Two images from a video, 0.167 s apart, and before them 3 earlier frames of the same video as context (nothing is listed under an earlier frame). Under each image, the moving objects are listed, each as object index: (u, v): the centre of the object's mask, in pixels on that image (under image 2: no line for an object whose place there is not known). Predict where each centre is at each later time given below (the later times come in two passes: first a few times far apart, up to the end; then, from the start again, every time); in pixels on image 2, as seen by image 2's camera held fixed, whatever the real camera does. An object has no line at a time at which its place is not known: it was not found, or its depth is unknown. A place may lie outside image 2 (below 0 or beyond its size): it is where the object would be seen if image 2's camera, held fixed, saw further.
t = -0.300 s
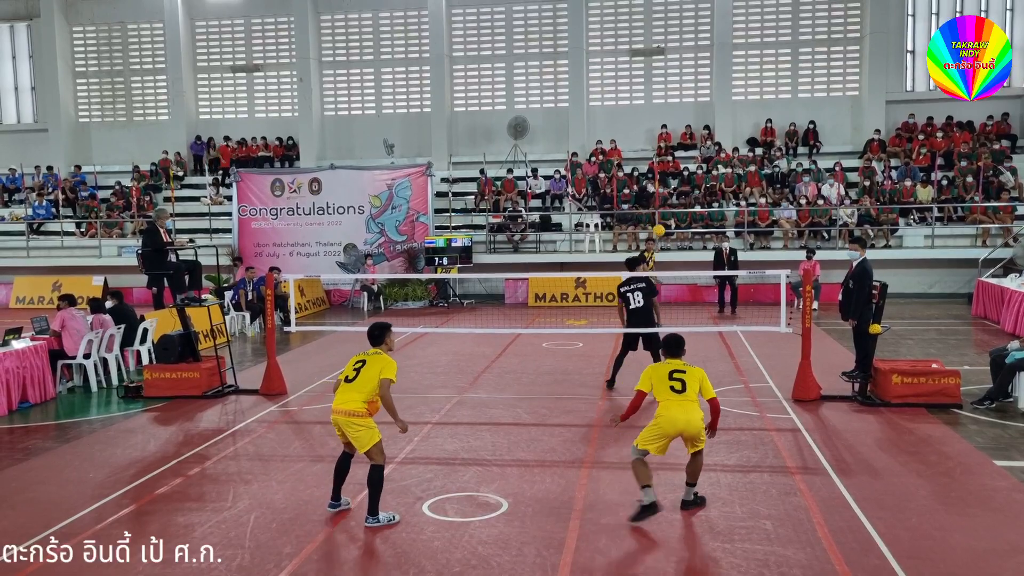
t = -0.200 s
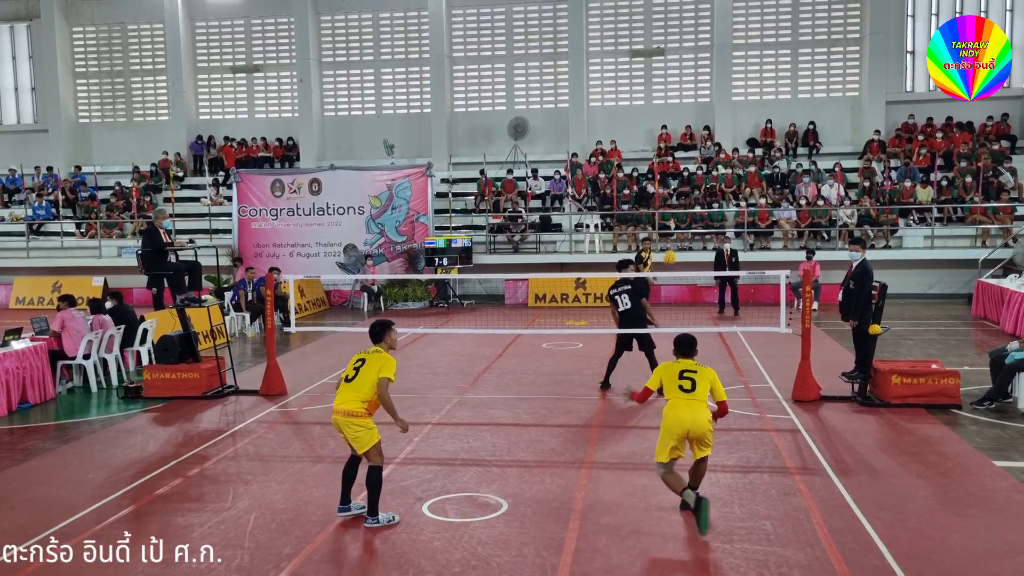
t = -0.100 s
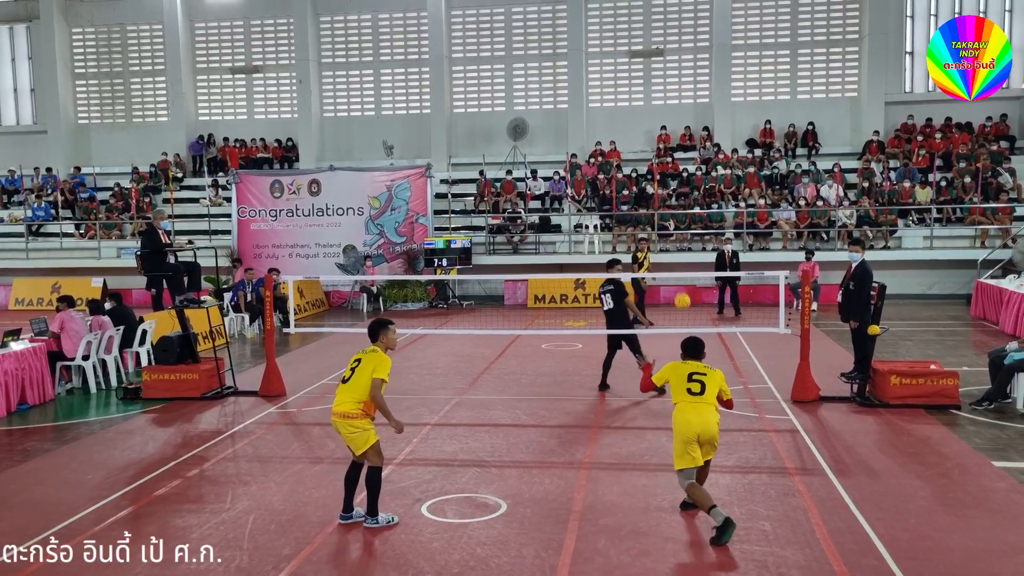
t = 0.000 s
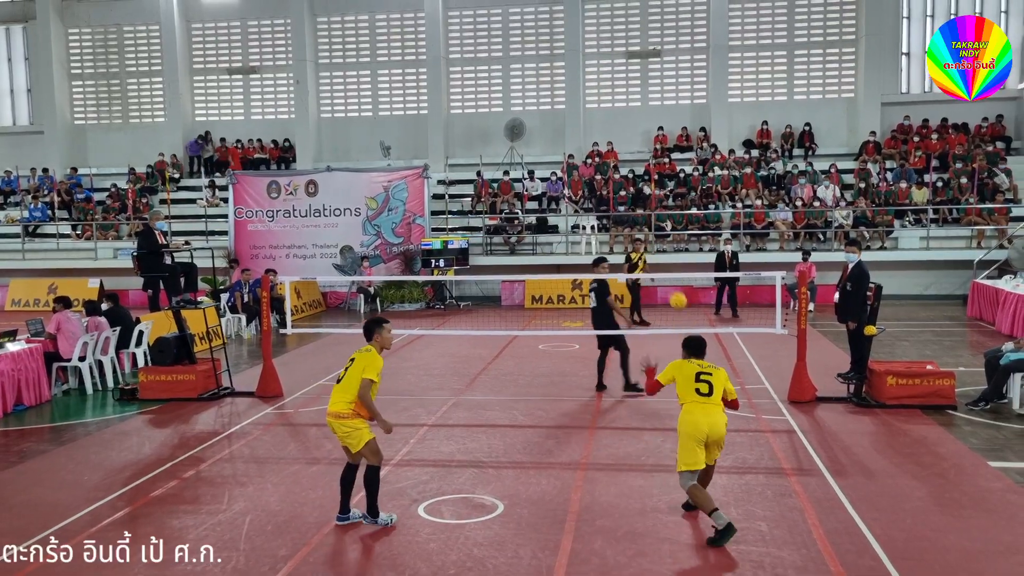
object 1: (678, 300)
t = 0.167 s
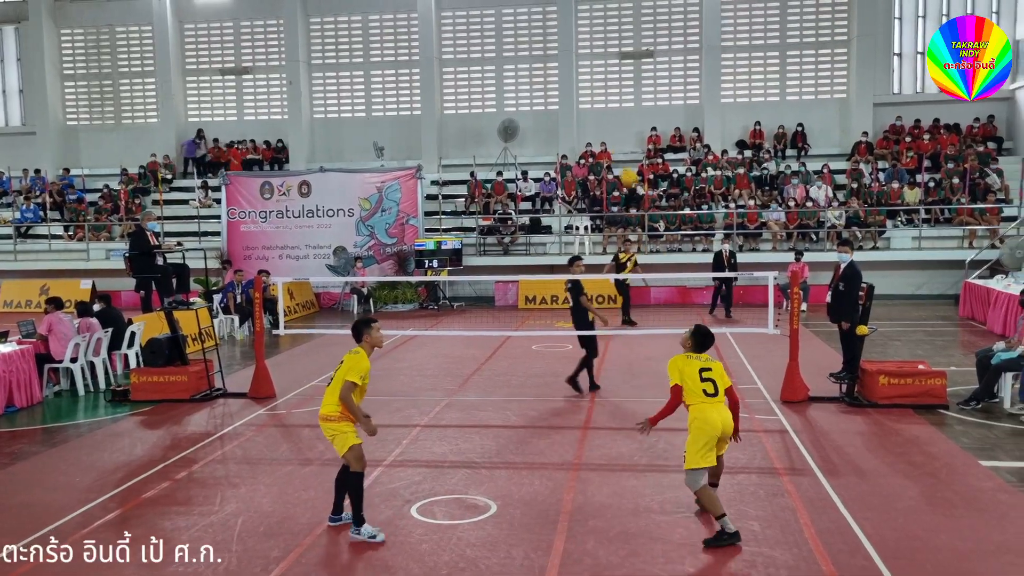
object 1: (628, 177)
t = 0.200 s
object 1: (620, 156)
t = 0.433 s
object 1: (560, 56)
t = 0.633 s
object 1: (510, 25)
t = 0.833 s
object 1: (465, 46)
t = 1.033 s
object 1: (423, 115)
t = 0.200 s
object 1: (620, 156)
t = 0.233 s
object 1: (612, 138)
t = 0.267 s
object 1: (602, 119)
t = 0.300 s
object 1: (593, 104)
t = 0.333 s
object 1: (585, 91)
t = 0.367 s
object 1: (576, 77)
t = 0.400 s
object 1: (568, 66)
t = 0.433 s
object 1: (560, 56)
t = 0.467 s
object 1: (551, 47)
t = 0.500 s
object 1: (542, 40)
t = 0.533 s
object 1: (534, 34)
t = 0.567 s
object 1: (526, 30)
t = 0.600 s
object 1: (518, 27)
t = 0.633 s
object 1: (510, 25)
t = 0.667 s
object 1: (503, 25)
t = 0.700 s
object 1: (495, 27)
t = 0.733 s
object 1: (487, 29)
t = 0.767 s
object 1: (480, 34)
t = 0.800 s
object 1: (472, 39)
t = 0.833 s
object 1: (465, 46)
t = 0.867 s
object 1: (458, 54)
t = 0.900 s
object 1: (450, 64)
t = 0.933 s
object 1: (443, 75)
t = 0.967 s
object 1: (436, 87)
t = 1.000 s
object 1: (430, 101)
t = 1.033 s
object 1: (423, 115)
